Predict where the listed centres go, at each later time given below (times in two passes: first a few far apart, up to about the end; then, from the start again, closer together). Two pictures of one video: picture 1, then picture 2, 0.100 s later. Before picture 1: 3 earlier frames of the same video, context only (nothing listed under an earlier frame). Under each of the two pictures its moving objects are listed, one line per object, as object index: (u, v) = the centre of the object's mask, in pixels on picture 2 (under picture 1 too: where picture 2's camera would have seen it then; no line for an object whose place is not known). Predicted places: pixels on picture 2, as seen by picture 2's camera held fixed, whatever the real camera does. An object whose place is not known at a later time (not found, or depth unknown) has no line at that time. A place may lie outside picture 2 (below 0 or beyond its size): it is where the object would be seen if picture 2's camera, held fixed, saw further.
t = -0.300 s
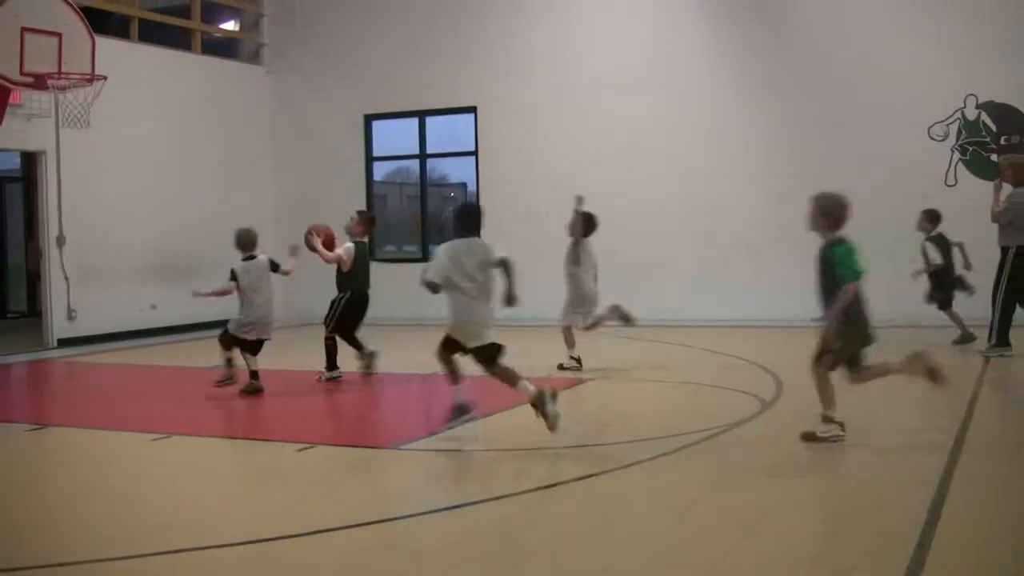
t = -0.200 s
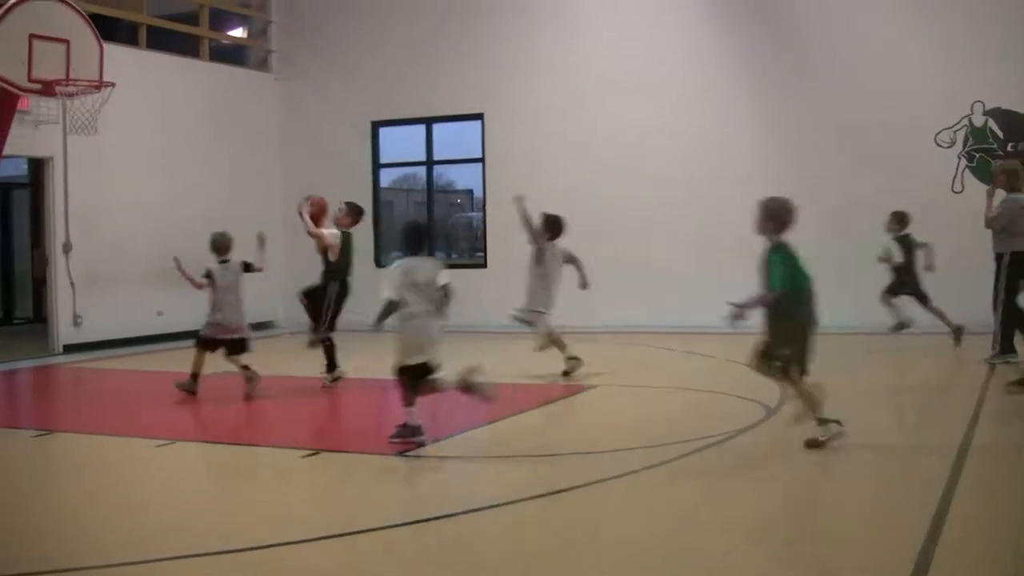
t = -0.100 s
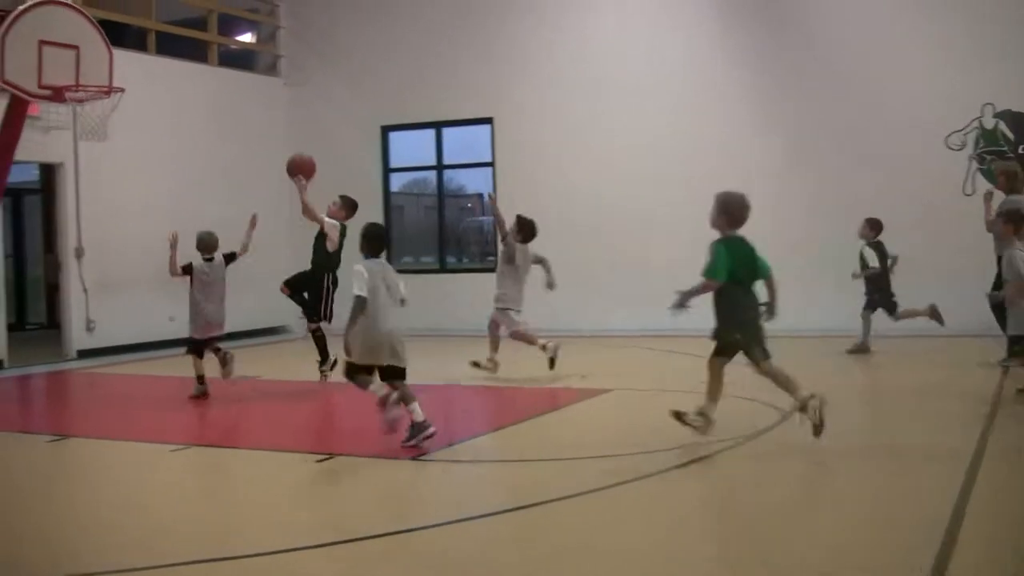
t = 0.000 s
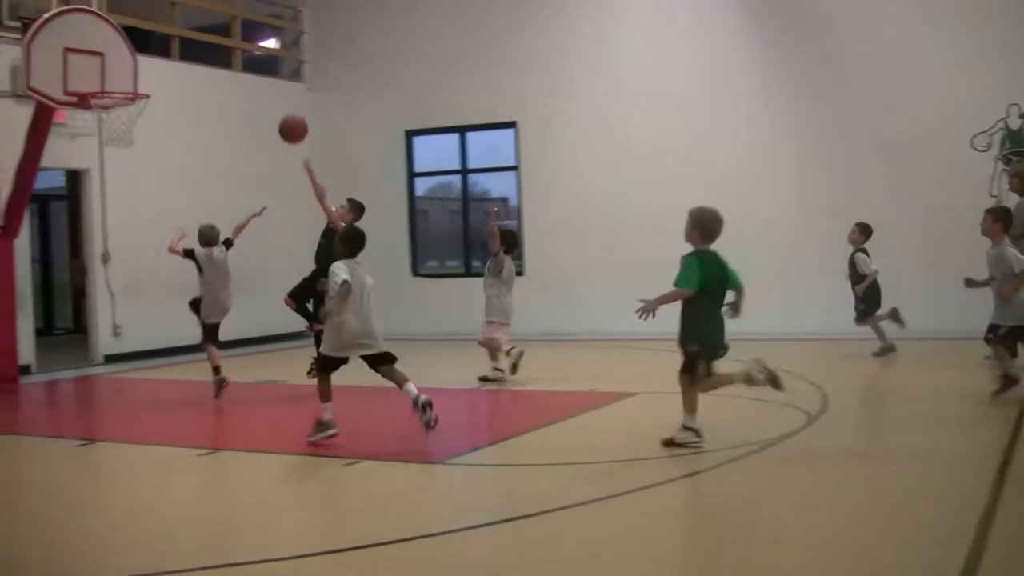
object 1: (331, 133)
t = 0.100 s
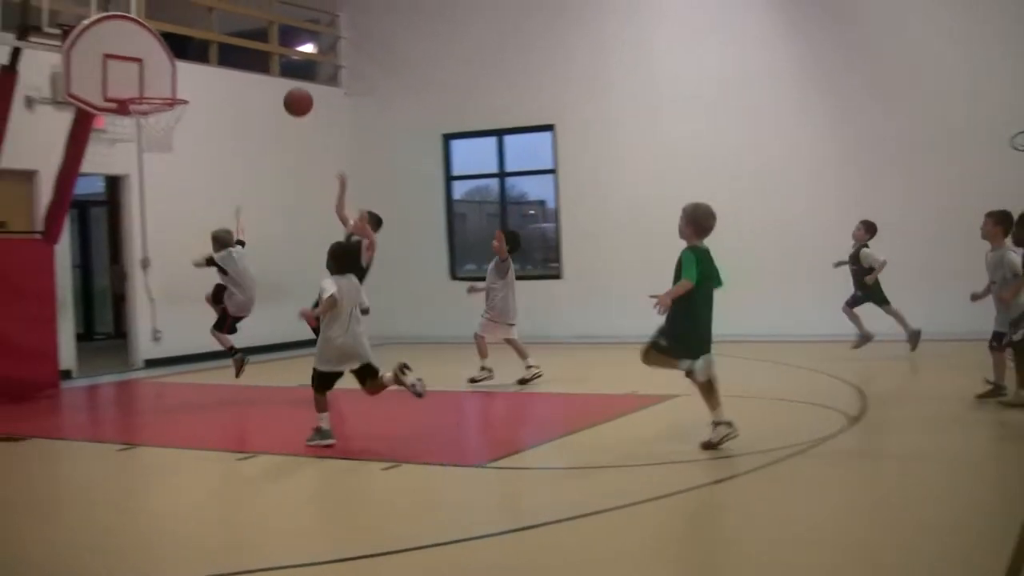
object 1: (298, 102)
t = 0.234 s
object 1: (254, 80)
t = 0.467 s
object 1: (187, 84)
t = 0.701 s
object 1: (174, 84)
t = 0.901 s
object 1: (155, 89)
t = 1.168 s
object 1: (134, 144)
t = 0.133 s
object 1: (287, 94)
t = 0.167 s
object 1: (276, 88)
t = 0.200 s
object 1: (265, 83)
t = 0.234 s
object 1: (254, 80)
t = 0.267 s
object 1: (243, 77)
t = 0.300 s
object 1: (232, 76)
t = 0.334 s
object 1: (221, 77)
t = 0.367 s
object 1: (211, 79)
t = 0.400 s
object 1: (200, 81)
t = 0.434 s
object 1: (190, 86)
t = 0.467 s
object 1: (187, 84)
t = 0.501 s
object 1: (186, 81)
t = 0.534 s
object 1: (185, 79)
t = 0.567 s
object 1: (183, 78)
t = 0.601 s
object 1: (181, 80)
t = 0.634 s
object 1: (179, 81)
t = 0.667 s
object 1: (177, 81)
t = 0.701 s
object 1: (174, 84)
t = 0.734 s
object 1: (172, 84)
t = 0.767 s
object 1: (169, 85)
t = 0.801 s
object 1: (165, 85)
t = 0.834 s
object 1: (162, 86)
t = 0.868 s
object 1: (159, 88)
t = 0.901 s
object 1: (155, 89)
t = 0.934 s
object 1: (153, 93)
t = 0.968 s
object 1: (149, 98)
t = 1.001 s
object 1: (146, 103)
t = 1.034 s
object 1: (142, 111)
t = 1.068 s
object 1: (138, 118)
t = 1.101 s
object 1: (137, 128)
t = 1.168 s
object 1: (134, 144)
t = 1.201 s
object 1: (133, 155)
